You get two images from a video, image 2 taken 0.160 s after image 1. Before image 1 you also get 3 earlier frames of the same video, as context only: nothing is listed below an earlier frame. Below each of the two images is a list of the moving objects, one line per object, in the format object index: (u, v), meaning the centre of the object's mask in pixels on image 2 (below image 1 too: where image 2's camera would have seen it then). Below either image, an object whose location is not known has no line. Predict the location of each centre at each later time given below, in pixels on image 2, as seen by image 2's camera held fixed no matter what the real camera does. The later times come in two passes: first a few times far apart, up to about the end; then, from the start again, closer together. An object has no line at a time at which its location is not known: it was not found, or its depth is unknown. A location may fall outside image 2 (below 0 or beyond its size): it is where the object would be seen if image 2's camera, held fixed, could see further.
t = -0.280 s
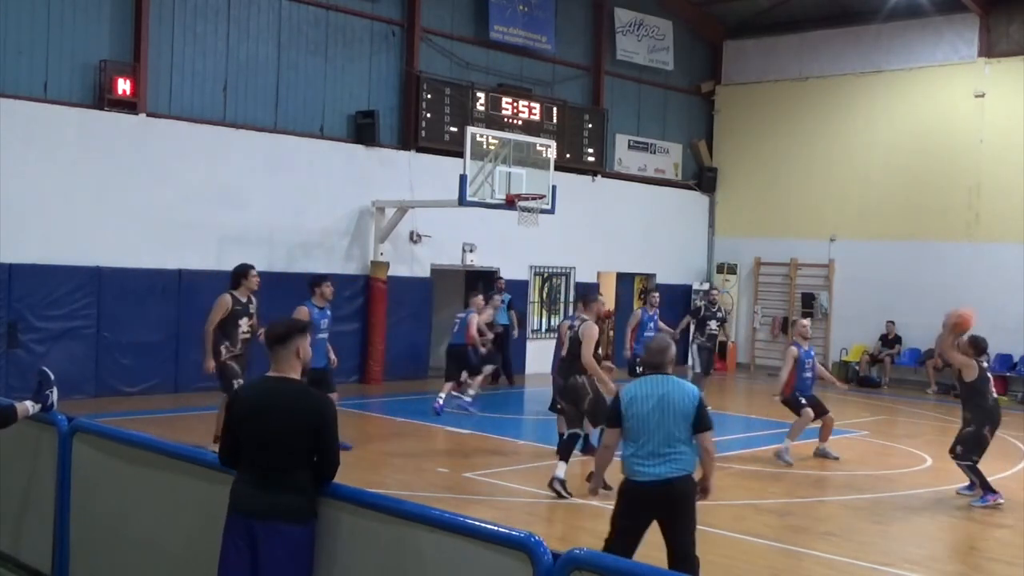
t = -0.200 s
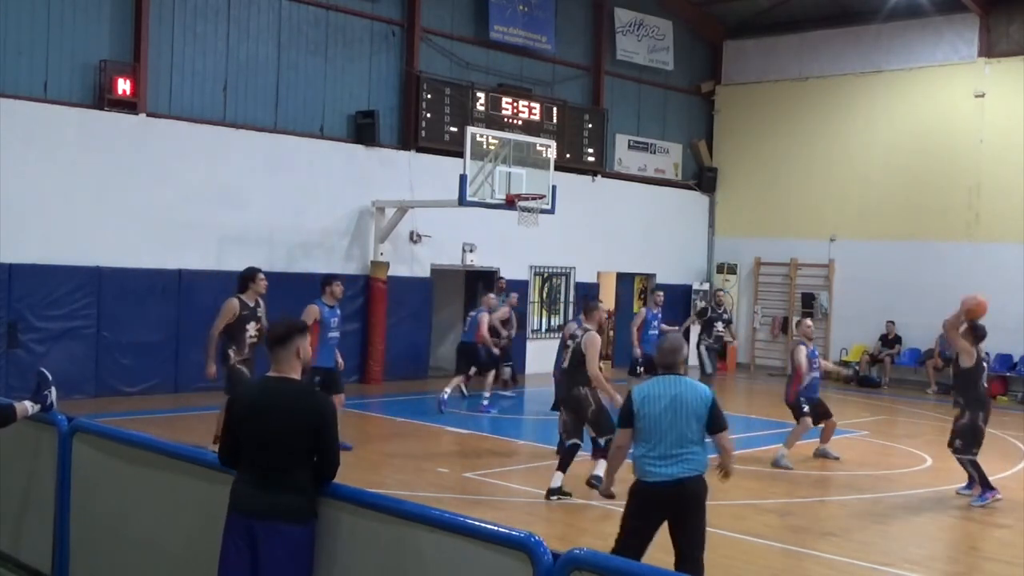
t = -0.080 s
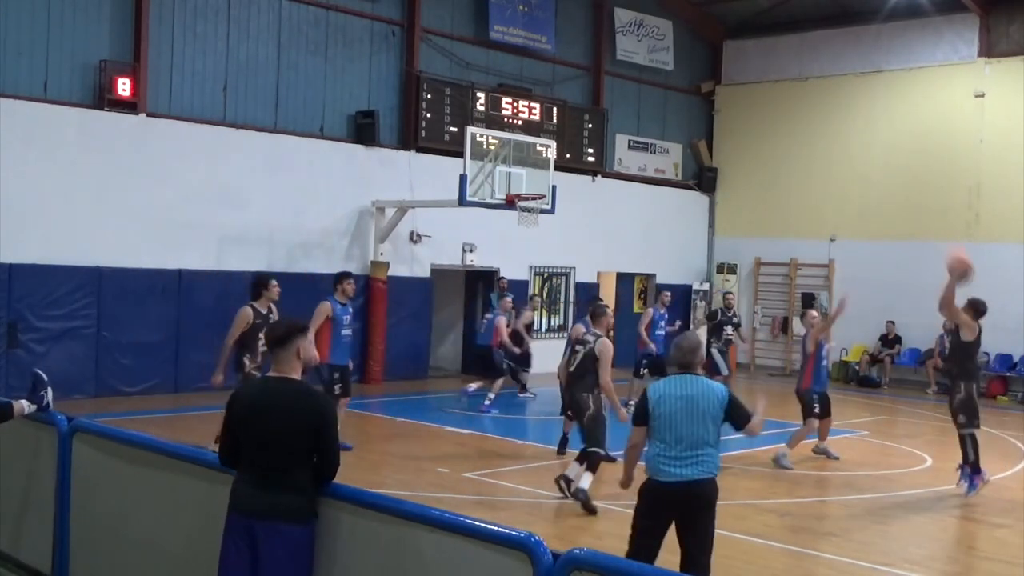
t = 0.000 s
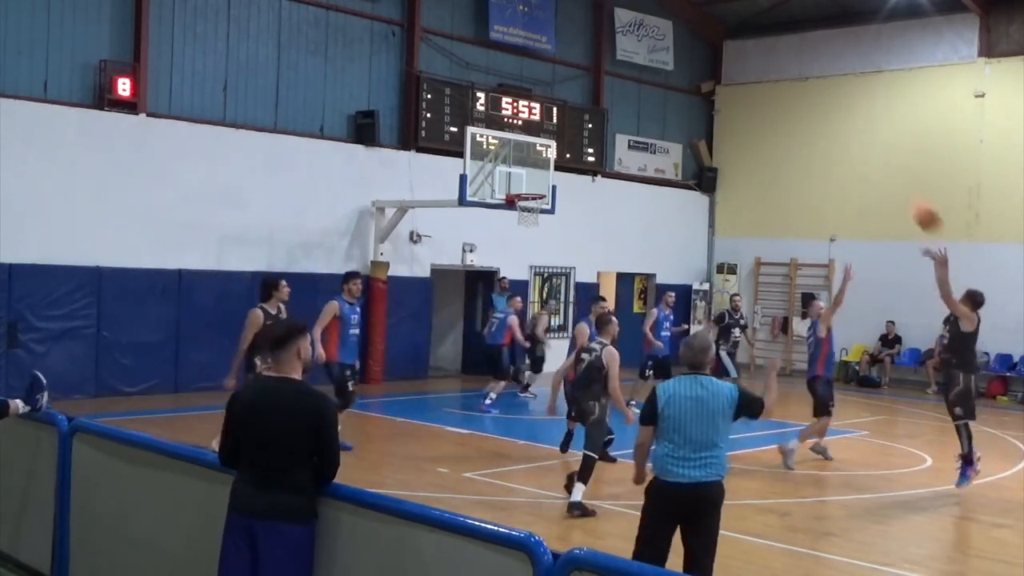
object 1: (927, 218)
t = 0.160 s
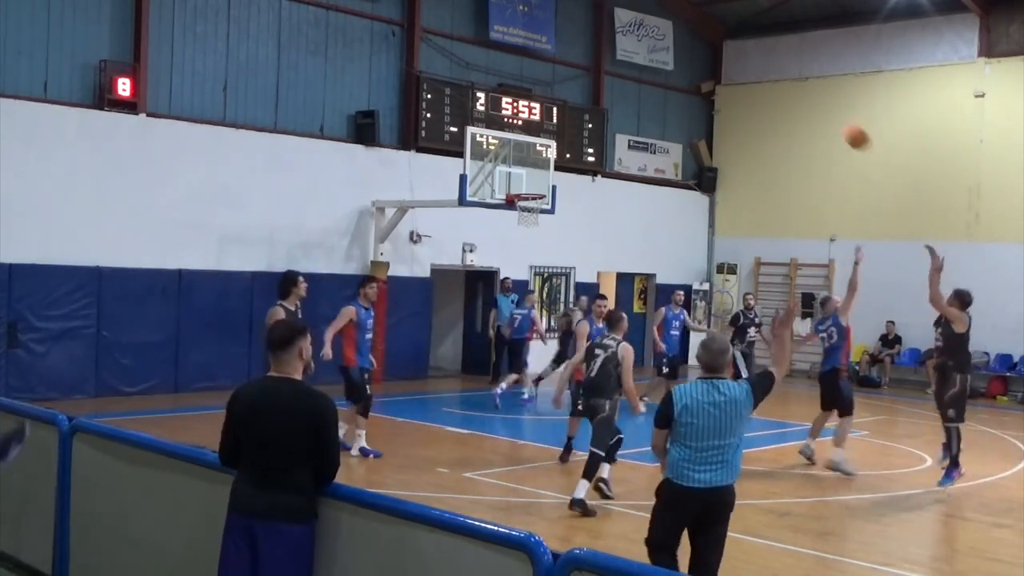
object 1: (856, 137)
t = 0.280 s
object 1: (810, 98)
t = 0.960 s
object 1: (600, 117)
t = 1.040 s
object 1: (580, 140)
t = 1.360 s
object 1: (555, 169)
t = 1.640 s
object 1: (564, 176)
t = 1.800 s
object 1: (568, 204)
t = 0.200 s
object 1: (841, 123)
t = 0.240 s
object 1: (825, 109)
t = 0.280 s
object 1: (810, 98)
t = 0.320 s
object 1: (795, 87)
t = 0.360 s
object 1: (781, 80)
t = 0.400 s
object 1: (766, 73)
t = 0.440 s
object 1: (753, 68)
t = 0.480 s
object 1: (739, 64)
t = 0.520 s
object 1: (727, 62)
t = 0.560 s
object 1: (713, 62)
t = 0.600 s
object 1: (701, 63)
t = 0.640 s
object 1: (689, 64)
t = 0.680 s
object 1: (677, 67)
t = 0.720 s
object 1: (665, 72)
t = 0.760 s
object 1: (653, 77)
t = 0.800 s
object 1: (643, 82)
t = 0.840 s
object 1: (631, 91)
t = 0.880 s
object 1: (621, 98)
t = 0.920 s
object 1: (610, 107)
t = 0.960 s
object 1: (600, 117)
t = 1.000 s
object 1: (591, 128)
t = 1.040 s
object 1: (580, 140)
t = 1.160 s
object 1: (552, 180)
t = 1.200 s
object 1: (548, 187)
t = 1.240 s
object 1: (549, 181)
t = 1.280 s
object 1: (551, 176)
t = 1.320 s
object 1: (553, 172)
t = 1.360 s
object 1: (555, 169)
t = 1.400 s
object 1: (556, 166)
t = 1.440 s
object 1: (558, 166)
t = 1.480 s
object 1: (559, 166)
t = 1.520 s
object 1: (561, 167)
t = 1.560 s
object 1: (562, 169)
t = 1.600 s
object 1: (563, 172)
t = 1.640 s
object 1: (564, 176)
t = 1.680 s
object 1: (565, 182)
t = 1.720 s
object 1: (566, 189)
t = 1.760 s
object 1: (567, 195)
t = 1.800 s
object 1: (568, 204)
